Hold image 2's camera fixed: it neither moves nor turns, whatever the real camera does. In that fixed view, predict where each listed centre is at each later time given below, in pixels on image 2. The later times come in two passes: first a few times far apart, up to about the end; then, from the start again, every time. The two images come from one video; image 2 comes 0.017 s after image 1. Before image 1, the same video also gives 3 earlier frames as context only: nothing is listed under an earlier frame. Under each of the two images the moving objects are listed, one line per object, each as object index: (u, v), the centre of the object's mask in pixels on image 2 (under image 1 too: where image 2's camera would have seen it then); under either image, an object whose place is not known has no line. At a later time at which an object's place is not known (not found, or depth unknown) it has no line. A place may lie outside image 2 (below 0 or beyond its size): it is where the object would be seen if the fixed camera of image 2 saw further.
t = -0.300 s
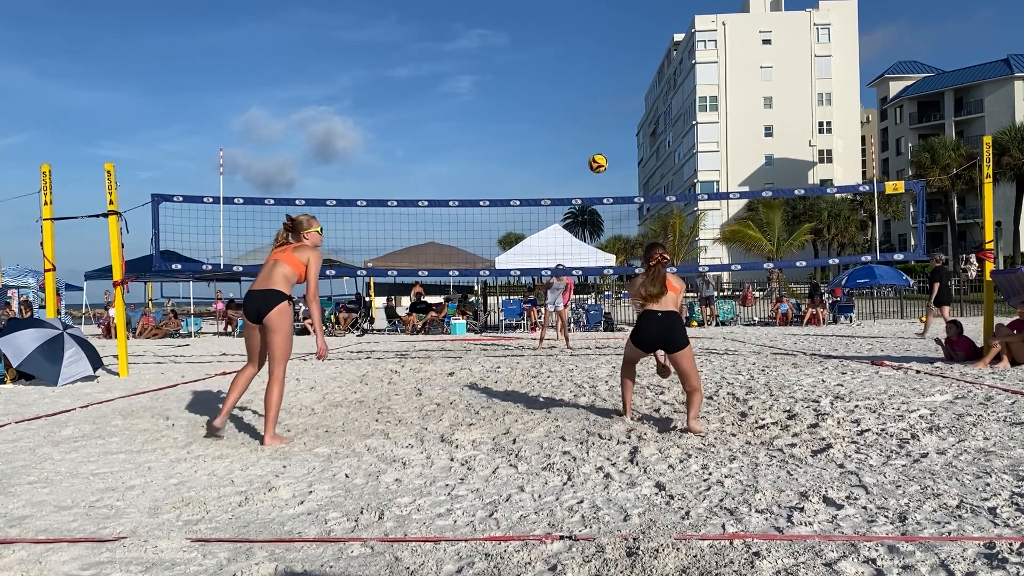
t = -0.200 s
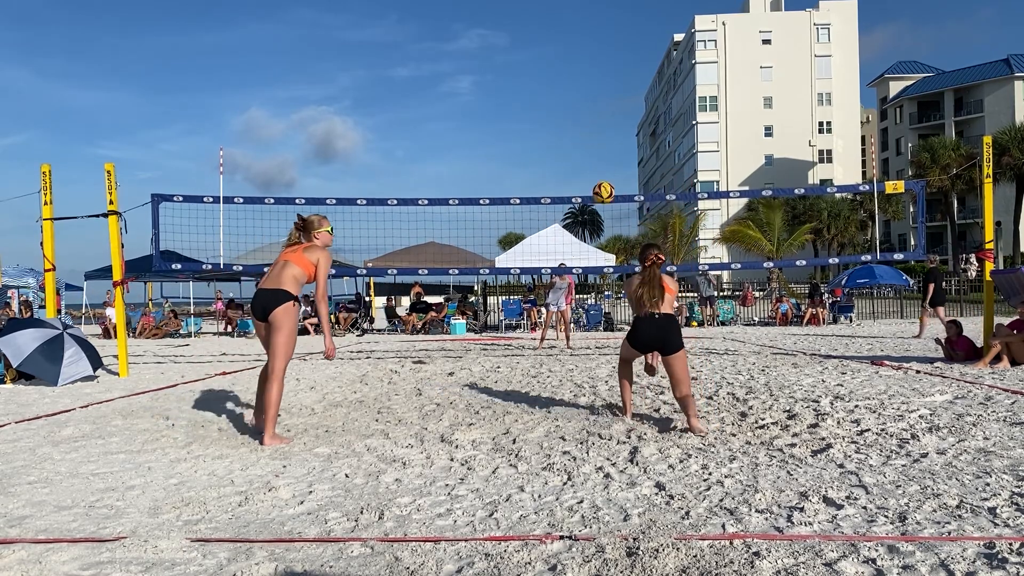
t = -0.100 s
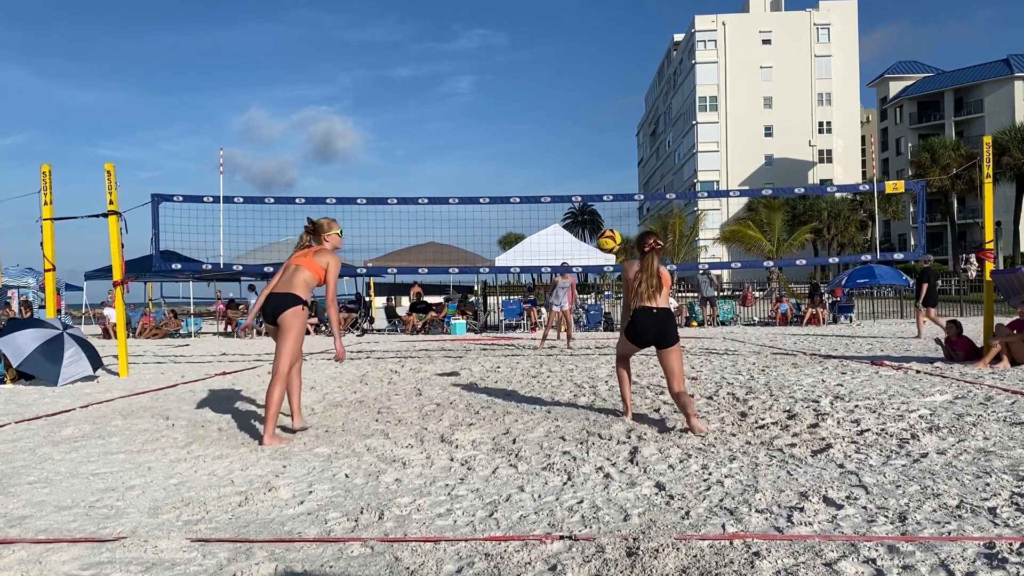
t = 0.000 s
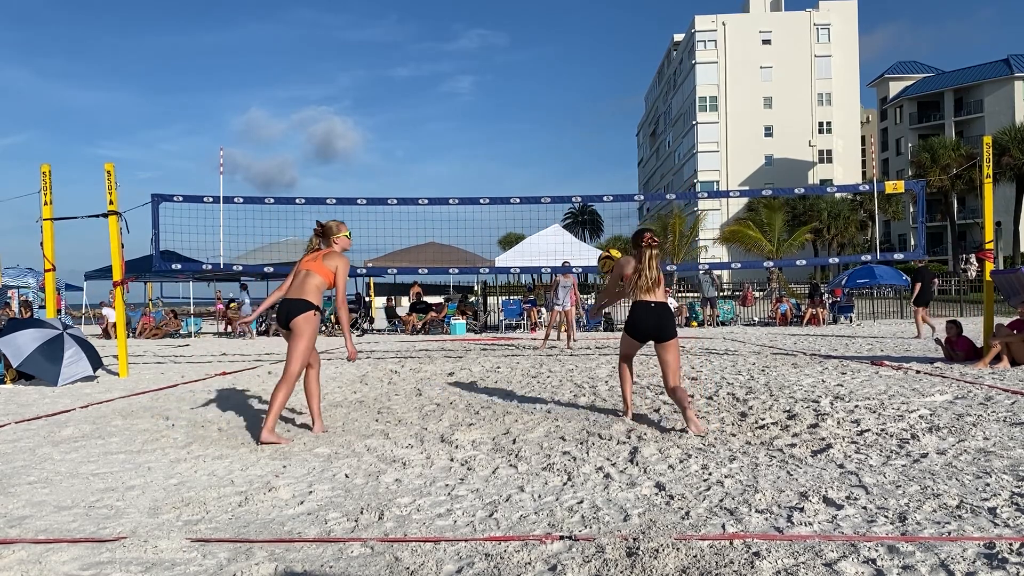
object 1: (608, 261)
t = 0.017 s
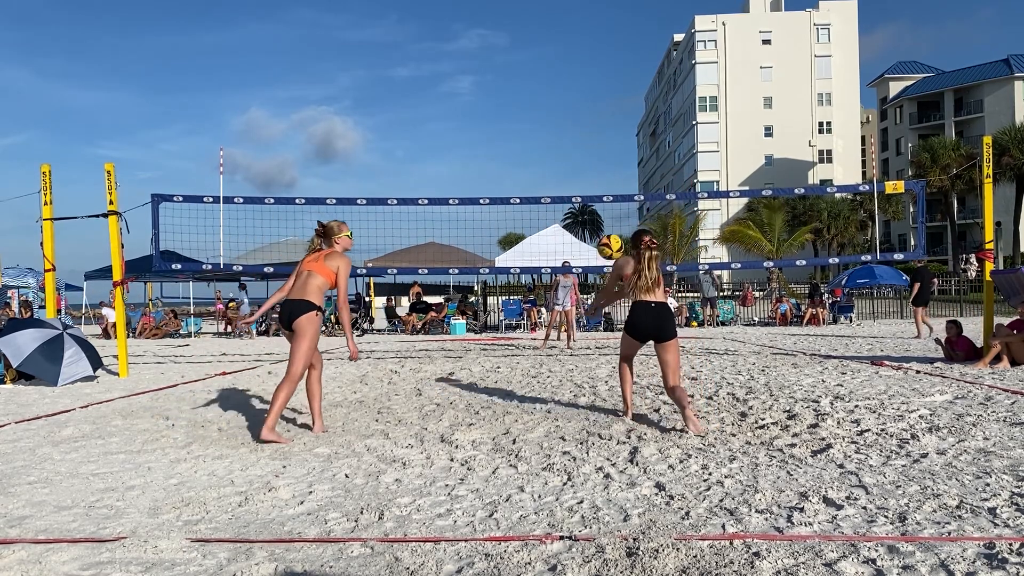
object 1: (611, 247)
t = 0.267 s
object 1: (606, 88)
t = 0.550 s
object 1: (604, 28)
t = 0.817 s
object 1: (602, 40)
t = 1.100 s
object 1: (600, 101)
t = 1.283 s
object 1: (598, 159)
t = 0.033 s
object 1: (611, 230)
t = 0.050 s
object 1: (609, 218)
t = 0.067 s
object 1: (609, 204)
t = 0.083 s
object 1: (609, 191)
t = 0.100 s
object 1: (608, 179)
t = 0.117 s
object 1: (608, 167)
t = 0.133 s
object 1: (608, 156)
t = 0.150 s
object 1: (608, 146)
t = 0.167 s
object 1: (607, 136)
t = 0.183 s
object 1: (607, 127)
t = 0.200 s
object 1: (607, 118)
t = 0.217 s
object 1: (607, 110)
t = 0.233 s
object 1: (606, 102)
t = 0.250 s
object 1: (606, 95)
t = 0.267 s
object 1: (606, 88)
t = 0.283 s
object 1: (606, 82)
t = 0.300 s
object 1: (605, 76)
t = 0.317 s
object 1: (605, 70)
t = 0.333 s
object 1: (605, 65)
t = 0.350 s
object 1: (605, 60)
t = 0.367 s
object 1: (605, 55)
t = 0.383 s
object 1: (605, 51)
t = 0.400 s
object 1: (605, 47)
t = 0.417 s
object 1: (605, 44)
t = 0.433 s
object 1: (605, 41)
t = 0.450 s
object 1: (605, 38)
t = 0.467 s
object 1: (604, 36)
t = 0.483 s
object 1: (604, 34)
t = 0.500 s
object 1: (604, 32)
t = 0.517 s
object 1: (604, 30)
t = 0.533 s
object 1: (604, 29)
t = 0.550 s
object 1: (604, 28)
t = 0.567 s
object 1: (604, 27)
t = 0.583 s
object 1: (604, 26)
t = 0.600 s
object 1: (604, 26)
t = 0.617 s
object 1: (604, 26)
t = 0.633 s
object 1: (603, 26)
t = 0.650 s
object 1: (603, 26)
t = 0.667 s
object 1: (603, 27)
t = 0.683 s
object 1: (603, 27)
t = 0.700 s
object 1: (603, 28)
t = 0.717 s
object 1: (603, 30)
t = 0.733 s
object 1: (603, 31)
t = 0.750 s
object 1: (603, 33)
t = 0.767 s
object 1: (603, 34)
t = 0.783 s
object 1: (603, 36)
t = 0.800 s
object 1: (602, 38)
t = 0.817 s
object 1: (602, 40)
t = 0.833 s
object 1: (602, 43)
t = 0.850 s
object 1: (602, 45)
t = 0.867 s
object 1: (602, 48)
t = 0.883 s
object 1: (602, 51)
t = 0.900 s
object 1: (602, 54)
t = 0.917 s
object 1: (602, 57)
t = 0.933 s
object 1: (601, 61)
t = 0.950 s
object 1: (602, 64)
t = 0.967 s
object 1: (601, 68)
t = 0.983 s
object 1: (601, 72)
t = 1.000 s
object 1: (601, 76)
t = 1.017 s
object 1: (601, 80)
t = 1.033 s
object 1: (601, 84)
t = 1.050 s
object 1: (600, 88)
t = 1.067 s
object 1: (600, 92)
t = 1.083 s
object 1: (600, 97)
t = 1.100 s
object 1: (600, 101)
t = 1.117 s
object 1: (600, 106)
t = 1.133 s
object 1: (600, 111)
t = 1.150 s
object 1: (600, 116)
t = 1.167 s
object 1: (599, 121)
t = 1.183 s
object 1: (599, 126)
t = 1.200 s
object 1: (599, 131)
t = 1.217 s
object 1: (599, 137)
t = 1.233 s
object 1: (598, 142)
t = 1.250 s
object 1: (598, 148)
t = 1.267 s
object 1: (598, 154)
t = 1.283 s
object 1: (598, 159)
